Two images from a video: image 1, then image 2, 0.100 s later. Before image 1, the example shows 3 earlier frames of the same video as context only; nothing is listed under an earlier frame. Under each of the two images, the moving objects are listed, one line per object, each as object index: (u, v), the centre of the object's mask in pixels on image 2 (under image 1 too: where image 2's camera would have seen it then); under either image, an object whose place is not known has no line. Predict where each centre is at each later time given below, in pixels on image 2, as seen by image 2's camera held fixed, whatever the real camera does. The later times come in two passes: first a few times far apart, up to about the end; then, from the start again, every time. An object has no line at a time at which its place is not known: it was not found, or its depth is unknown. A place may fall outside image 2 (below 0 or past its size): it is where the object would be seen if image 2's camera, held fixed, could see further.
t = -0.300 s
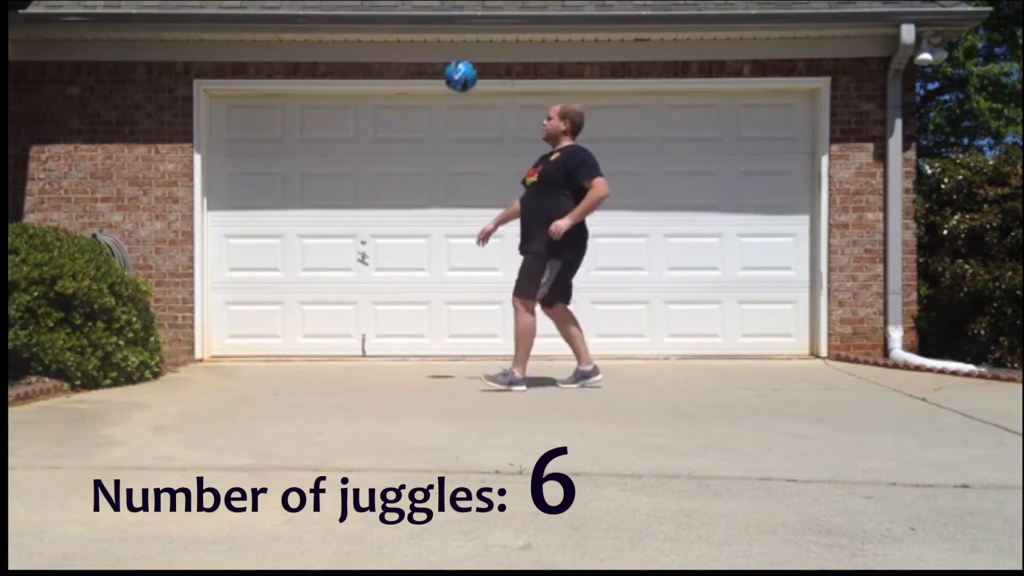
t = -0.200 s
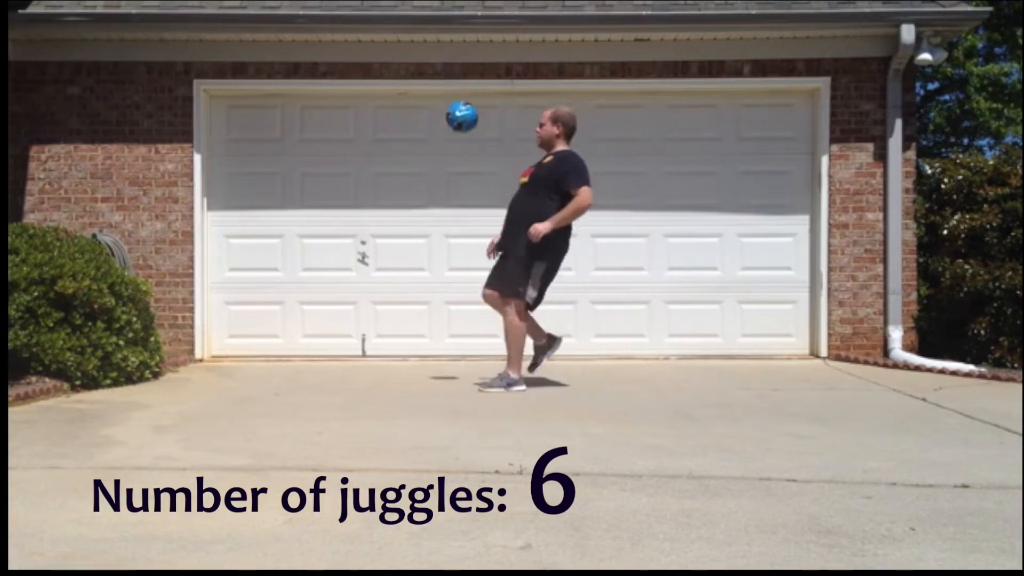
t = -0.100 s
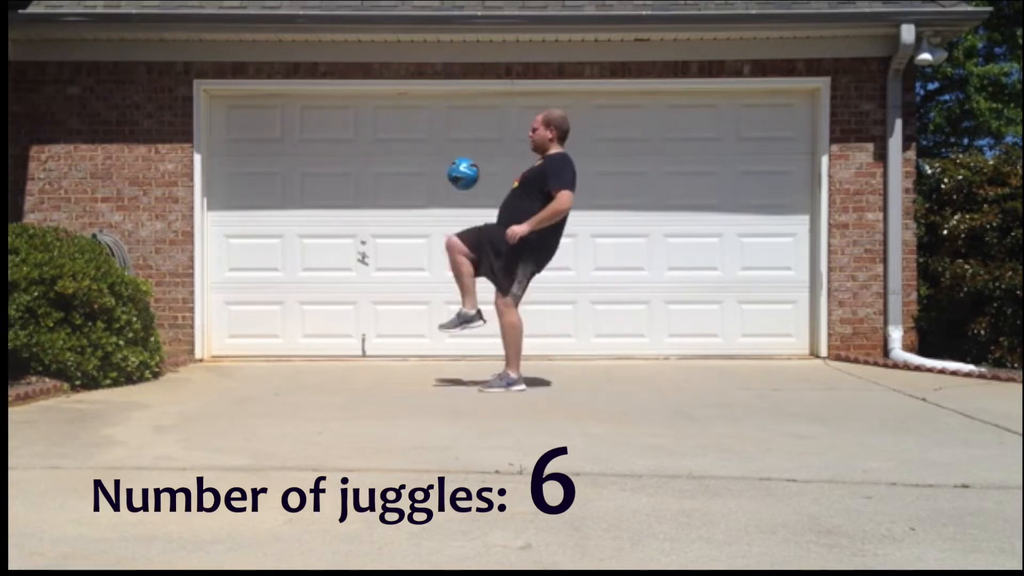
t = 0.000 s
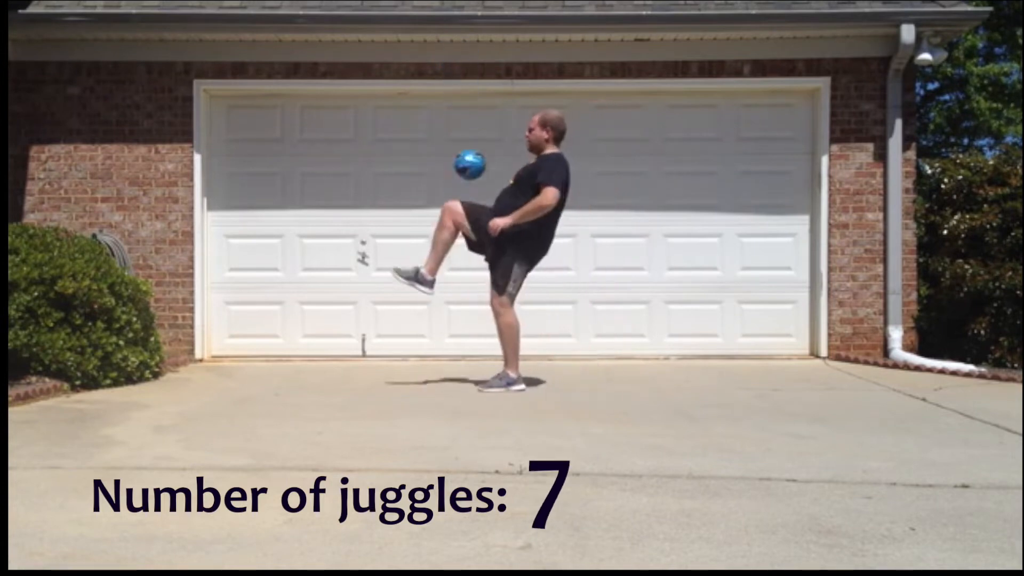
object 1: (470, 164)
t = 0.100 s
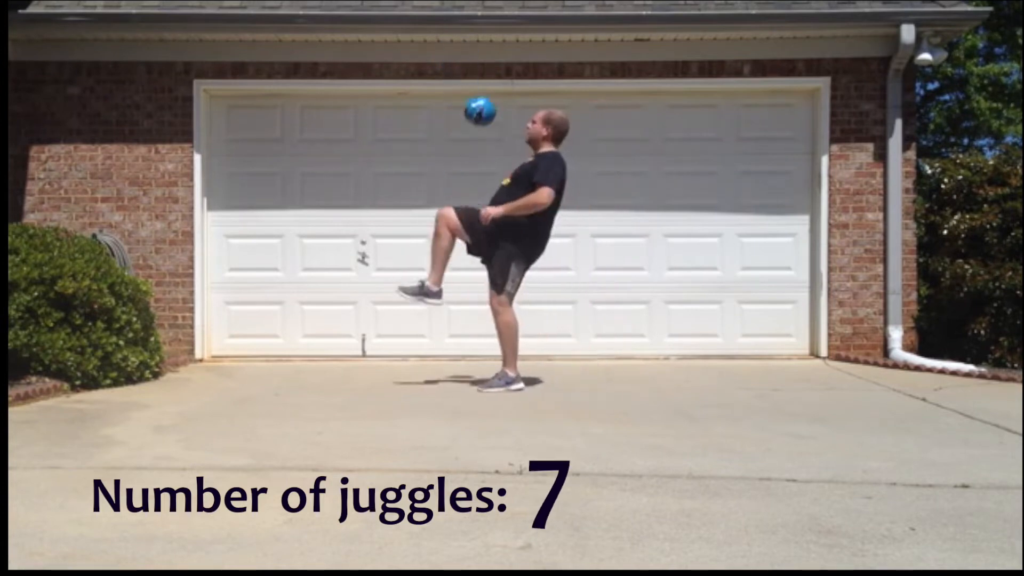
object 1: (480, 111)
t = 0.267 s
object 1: (497, 57)
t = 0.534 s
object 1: (527, 62)
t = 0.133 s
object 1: (483, 96)
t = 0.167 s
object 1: (487, 84)
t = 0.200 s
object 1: (490, 73)
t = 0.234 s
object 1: (494, 64)
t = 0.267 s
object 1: (497, 57)
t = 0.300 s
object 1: (501, 51)
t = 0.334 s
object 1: (504, 47)
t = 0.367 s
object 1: (508, 45)
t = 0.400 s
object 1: (512, 45)
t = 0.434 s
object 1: (515, 46)
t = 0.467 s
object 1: (519, 50)
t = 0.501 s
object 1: (523, 55)
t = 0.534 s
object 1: (527, 62)
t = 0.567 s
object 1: (530, 69)
